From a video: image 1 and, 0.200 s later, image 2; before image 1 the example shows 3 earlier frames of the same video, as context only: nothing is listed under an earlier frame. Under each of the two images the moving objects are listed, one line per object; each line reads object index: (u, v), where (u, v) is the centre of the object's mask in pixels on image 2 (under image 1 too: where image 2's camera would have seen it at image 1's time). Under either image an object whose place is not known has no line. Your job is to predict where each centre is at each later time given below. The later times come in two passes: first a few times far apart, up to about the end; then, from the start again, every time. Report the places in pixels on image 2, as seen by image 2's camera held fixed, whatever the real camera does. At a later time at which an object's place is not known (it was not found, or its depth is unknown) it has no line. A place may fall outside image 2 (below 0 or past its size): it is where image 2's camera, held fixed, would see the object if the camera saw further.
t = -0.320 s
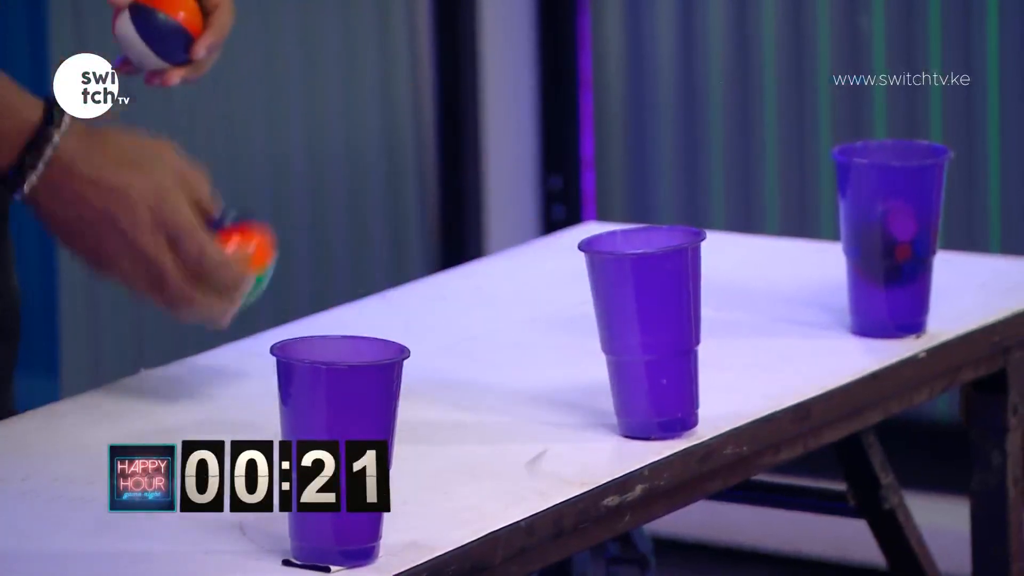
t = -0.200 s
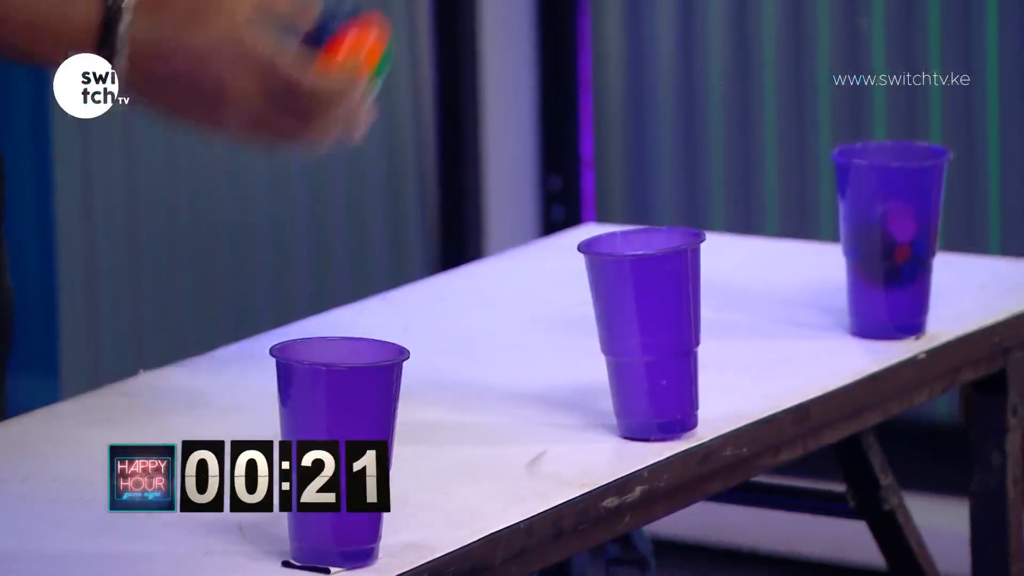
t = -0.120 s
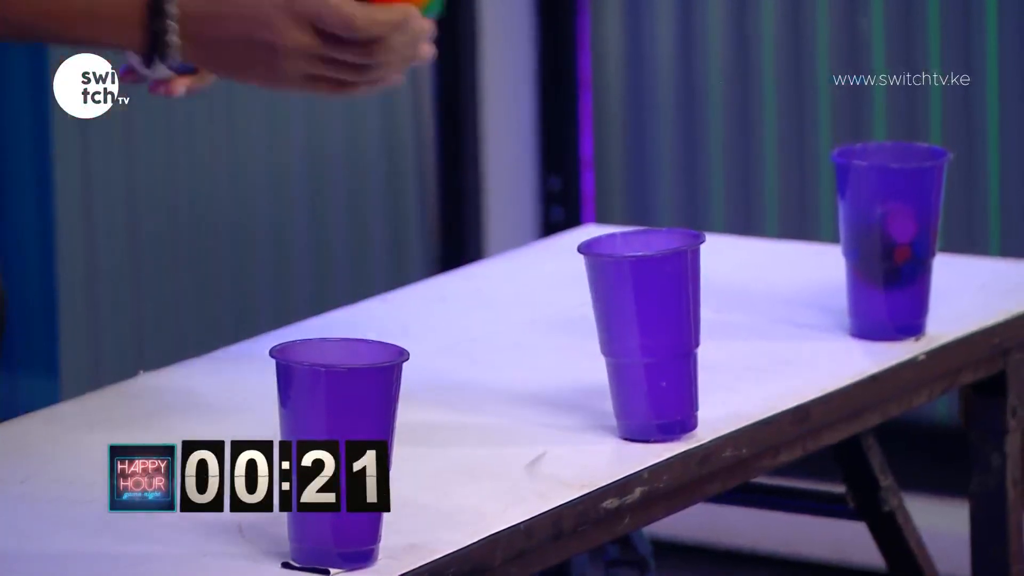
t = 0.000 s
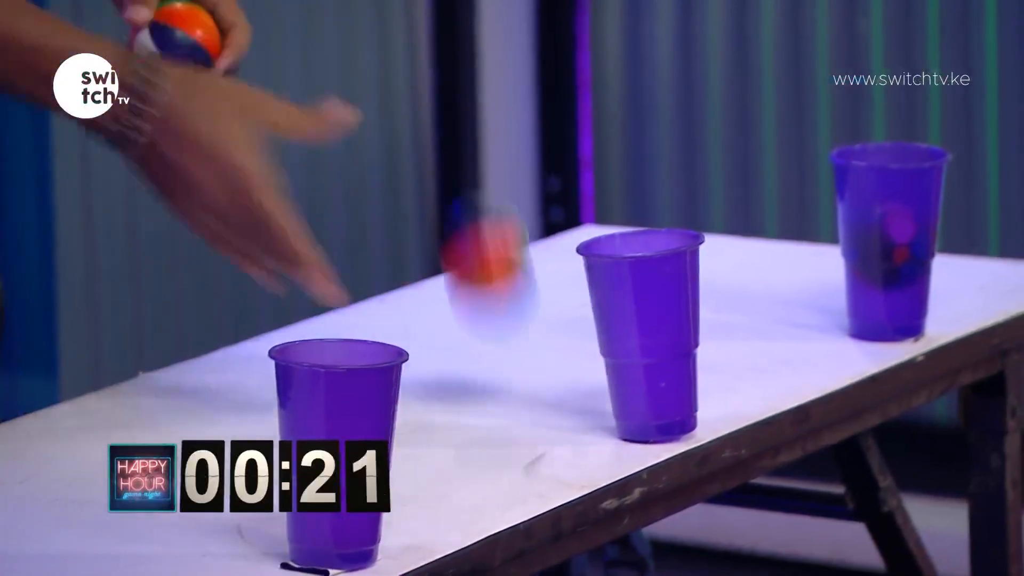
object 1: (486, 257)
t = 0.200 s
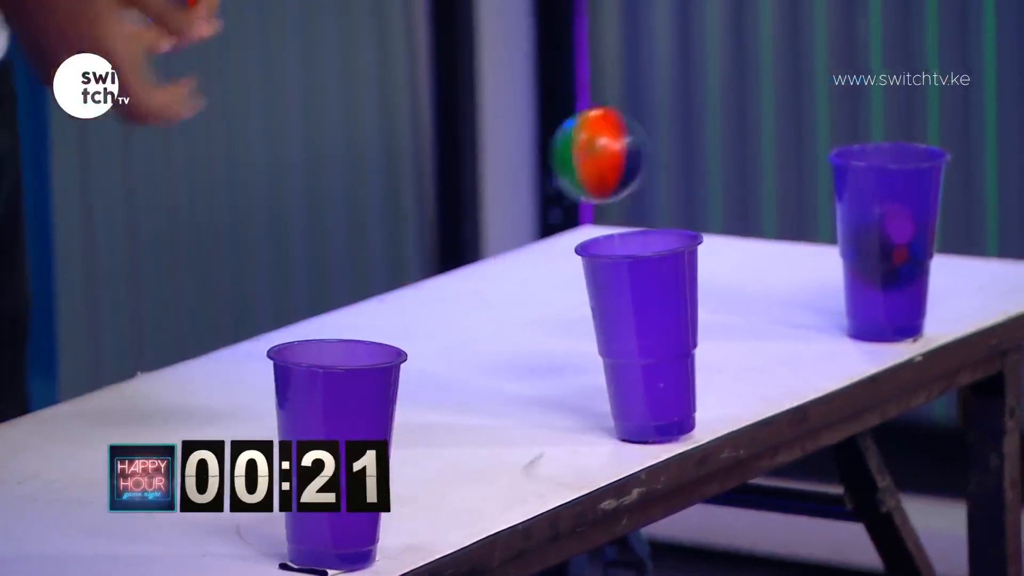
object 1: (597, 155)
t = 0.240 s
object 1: (618, 159)
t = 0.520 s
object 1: (782, 361)
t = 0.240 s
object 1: (618, 159)
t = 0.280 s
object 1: (642, 182)
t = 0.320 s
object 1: (663, 175)
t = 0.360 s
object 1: (685, 186)
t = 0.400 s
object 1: (708, 197)
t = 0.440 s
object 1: (732, 232)
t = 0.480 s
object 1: (754, 297)
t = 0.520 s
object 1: (782, 361)
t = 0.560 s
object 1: (829, 313)
